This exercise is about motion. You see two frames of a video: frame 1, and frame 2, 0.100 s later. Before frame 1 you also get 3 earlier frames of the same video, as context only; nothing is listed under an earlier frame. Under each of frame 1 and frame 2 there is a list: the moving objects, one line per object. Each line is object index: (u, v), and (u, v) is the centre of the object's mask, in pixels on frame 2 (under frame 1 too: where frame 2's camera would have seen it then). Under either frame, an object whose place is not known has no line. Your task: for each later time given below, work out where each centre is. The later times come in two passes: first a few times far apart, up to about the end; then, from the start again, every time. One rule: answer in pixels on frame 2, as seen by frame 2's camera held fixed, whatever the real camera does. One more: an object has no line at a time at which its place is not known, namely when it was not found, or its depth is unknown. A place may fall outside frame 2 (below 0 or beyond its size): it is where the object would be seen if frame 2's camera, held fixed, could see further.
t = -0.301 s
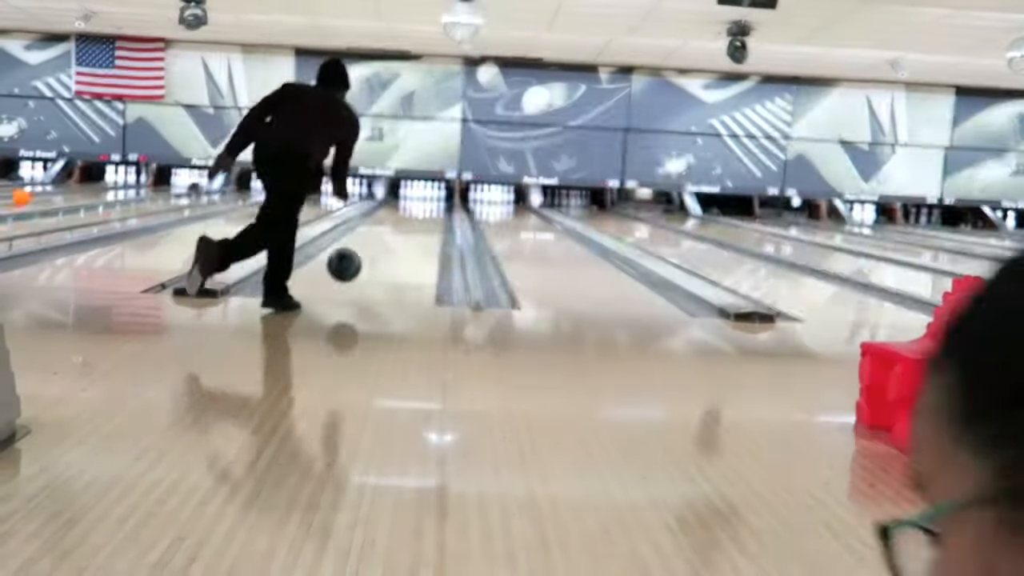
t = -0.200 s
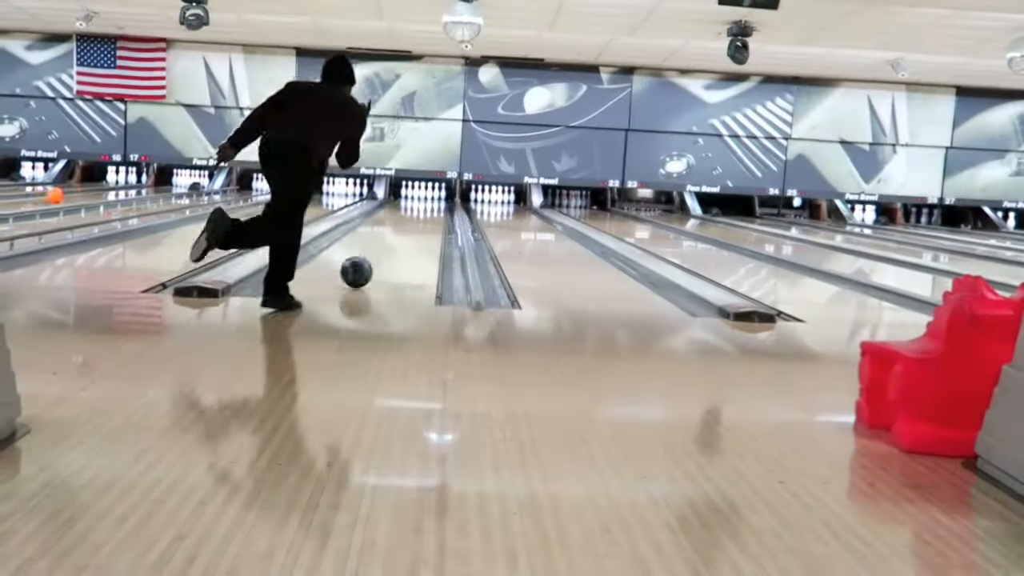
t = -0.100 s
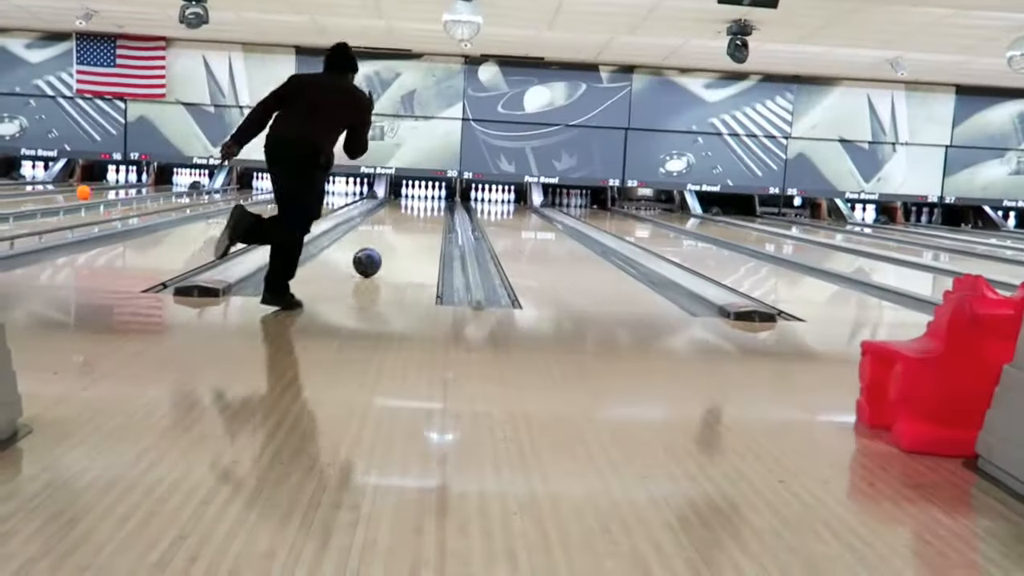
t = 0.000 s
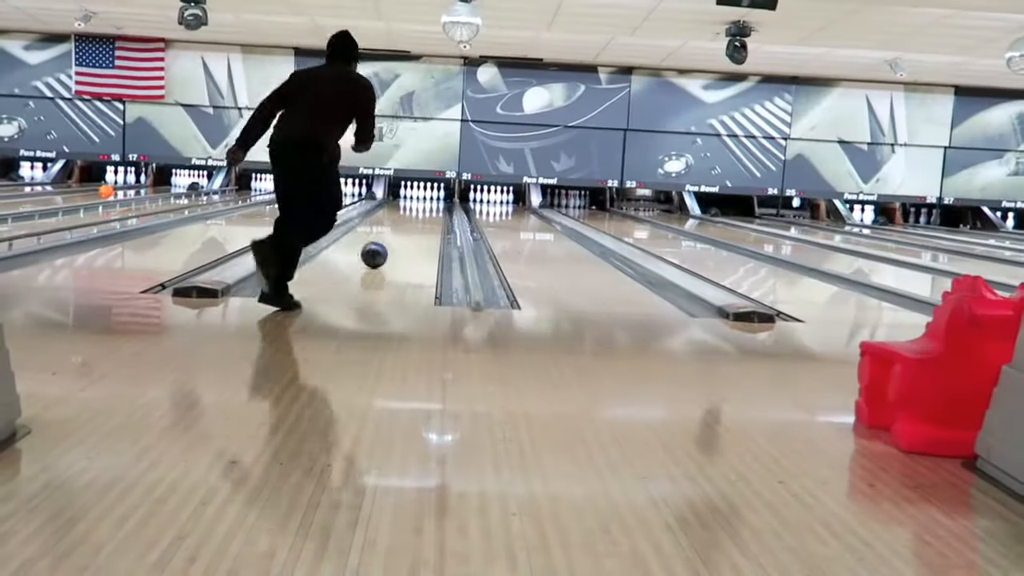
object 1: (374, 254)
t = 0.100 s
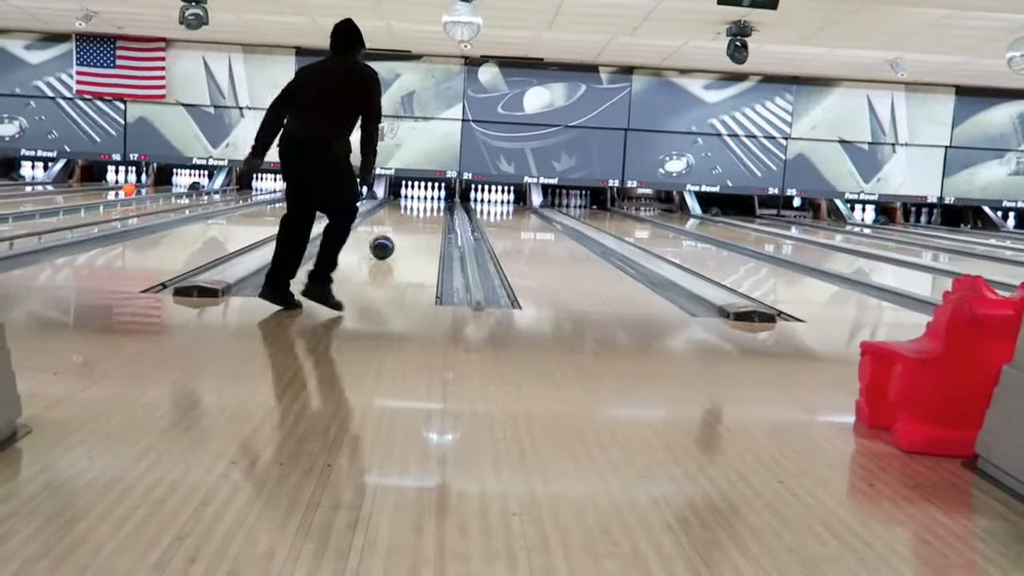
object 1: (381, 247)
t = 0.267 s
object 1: (391, 238)
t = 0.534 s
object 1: (403, 226)
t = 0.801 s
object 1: (410, 218)
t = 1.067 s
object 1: (417, 212)
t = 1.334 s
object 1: (422, 208)
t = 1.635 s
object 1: (427, 203)
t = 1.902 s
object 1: (429, 200)
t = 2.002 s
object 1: (429, 200)
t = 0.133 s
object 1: (384, 245)
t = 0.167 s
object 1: (386, 243)
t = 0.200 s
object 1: (388, 241)
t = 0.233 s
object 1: (390, 239)
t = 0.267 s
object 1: (391, 238)
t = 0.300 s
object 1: (393, 236)
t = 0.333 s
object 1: (395, 234)
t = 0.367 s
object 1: (396, 233)
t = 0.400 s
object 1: (398, 231)
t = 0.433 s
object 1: (399, 230)
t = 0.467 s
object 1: (400, 229)
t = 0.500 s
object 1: (401, 228)
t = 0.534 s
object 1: (403, 226)
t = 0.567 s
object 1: (404, 225)
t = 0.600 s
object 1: (405, 224)
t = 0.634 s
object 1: (407, 223)
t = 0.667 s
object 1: (408, 222)
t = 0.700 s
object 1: (408, 221)
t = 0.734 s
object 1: (409, 220)
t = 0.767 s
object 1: (410, 219)
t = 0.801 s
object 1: (410, 218)
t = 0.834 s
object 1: (411, 218)
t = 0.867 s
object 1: (413, 216)
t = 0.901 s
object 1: (413, 216)
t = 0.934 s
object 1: (414, 215)
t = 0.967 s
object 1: (415, 214)
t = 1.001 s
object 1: (416, 213)
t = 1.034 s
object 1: (417, 212)
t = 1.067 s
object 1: (417, 212)
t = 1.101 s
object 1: (418, 211)
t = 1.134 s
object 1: (418, 210)
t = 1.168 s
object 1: (419, 210)
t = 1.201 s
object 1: (419, 210)
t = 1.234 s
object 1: (420, 209)
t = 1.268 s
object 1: (421, 209)
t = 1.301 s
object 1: (422, 208)
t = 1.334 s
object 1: (422, 208)
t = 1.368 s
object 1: (423, 207)
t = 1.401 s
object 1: (423, 206)
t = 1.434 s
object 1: (424, 206)
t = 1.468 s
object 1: (424, 205)
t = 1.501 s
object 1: (424, 204)
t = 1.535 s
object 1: (425, 204)
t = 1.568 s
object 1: (425, 204)
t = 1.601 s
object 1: (425, 203)
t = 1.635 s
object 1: (427, 203)
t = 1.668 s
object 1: (427, 202)
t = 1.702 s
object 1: (427, 202)
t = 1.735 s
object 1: (428, 202)
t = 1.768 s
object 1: (428, 202)
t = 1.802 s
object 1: (428, 201)
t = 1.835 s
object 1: (428, 201)
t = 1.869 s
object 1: (428, 201)
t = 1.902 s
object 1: (429, 200)
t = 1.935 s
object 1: (428, 200)
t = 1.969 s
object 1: (428, 200)
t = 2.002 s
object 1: (429, 200)
